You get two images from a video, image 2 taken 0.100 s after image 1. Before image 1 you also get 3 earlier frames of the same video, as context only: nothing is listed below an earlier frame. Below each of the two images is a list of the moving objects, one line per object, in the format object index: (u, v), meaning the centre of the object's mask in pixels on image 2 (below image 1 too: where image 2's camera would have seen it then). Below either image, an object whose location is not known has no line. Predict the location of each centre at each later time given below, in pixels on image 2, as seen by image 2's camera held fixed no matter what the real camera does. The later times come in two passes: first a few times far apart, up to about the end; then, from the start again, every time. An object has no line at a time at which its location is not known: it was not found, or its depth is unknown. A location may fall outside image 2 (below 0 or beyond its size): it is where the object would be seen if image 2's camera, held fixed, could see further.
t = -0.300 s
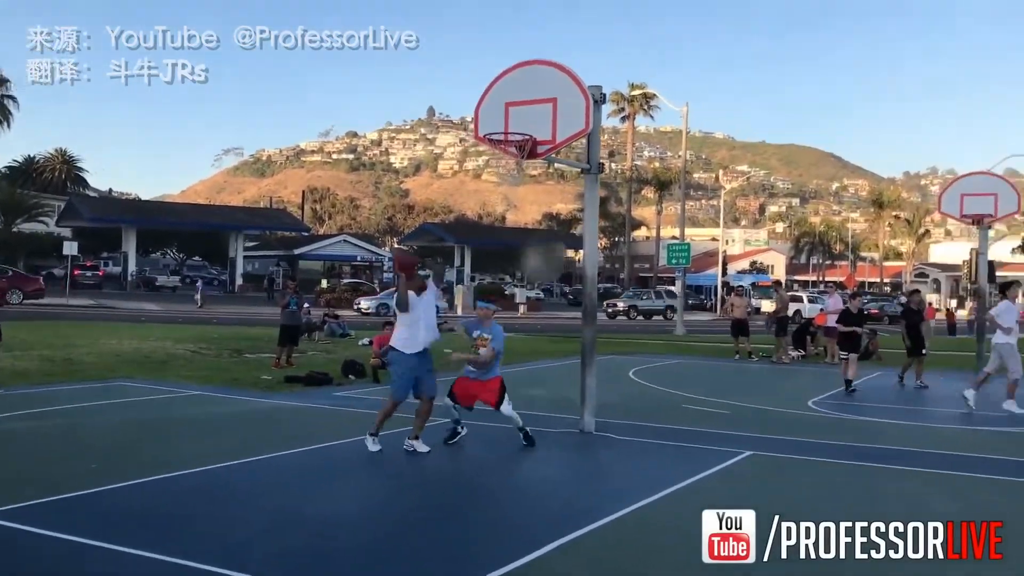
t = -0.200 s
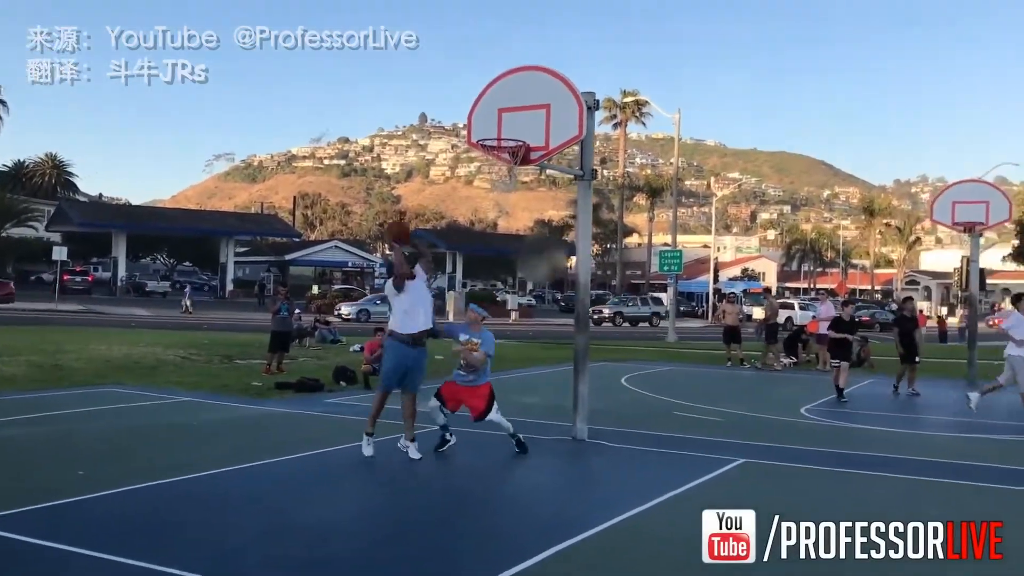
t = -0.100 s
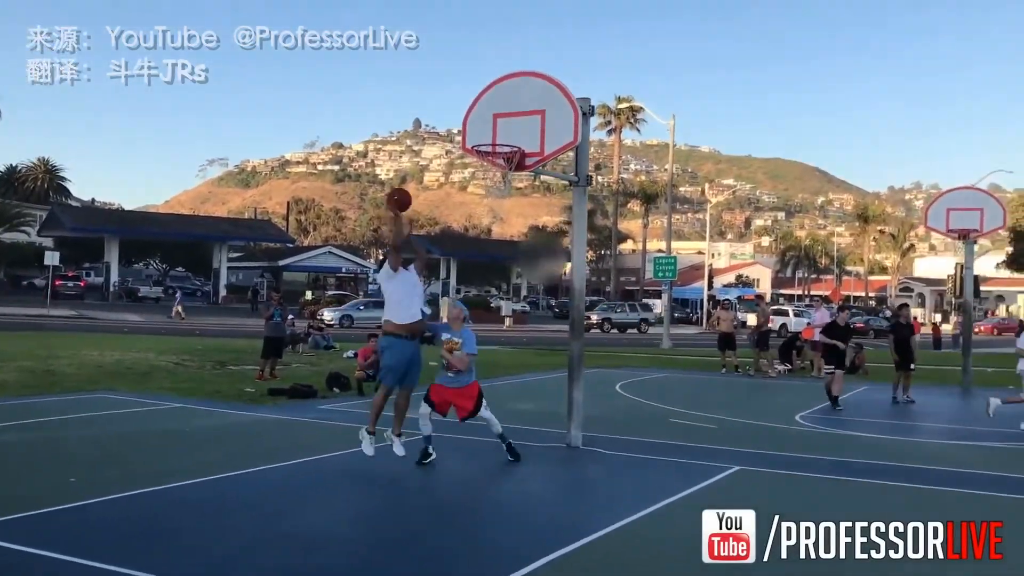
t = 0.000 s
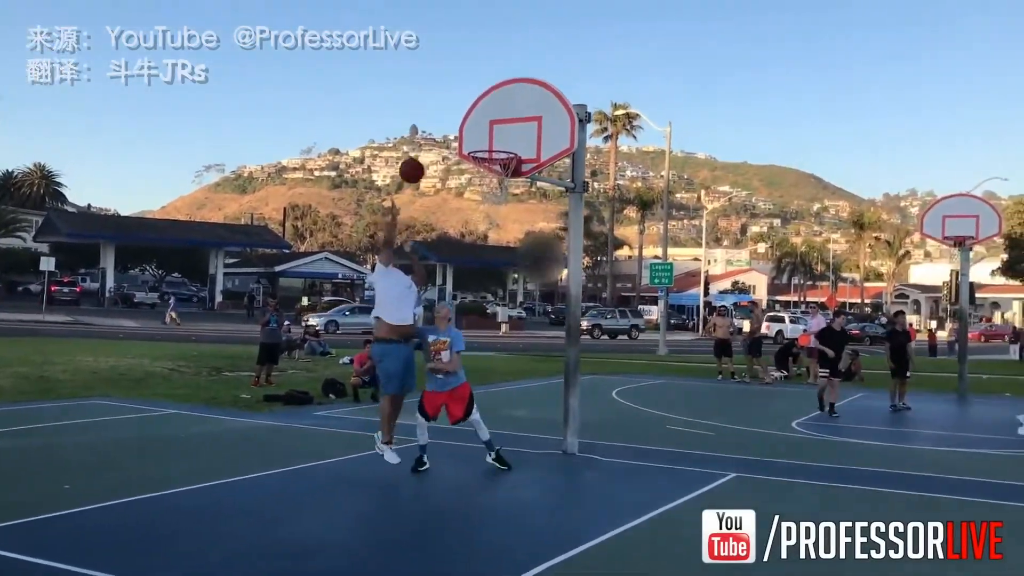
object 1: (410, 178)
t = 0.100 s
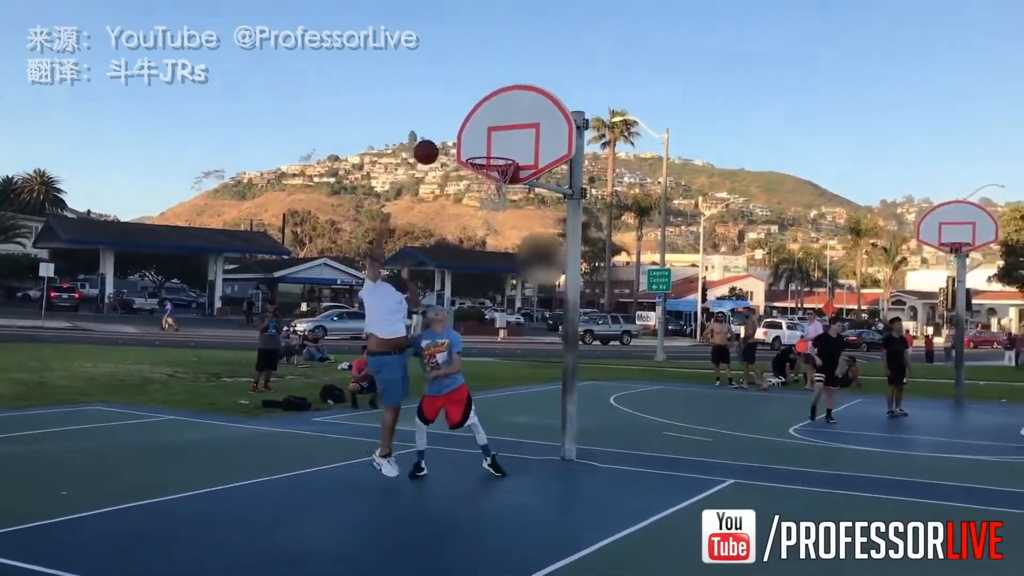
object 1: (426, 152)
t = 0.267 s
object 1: (451, 134)
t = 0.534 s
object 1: (489, 157)
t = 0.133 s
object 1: (431, 146)
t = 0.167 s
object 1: (436, 142)
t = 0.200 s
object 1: (442, 138)
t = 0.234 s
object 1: (446, 136)
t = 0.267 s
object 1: (451, 134)
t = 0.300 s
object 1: (456, 134)
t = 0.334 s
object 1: (461, 135)
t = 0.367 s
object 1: (466, 137)
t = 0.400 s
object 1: (471, 140)
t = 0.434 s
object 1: (476, 144)
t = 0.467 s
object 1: (480, 149)
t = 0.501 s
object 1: (485, 156)
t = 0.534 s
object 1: (489, 157)
